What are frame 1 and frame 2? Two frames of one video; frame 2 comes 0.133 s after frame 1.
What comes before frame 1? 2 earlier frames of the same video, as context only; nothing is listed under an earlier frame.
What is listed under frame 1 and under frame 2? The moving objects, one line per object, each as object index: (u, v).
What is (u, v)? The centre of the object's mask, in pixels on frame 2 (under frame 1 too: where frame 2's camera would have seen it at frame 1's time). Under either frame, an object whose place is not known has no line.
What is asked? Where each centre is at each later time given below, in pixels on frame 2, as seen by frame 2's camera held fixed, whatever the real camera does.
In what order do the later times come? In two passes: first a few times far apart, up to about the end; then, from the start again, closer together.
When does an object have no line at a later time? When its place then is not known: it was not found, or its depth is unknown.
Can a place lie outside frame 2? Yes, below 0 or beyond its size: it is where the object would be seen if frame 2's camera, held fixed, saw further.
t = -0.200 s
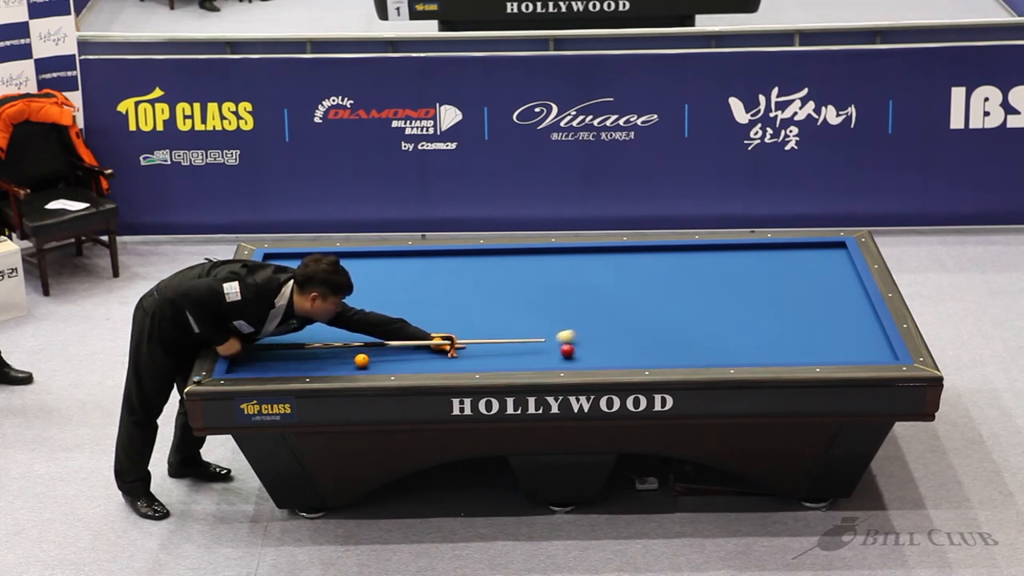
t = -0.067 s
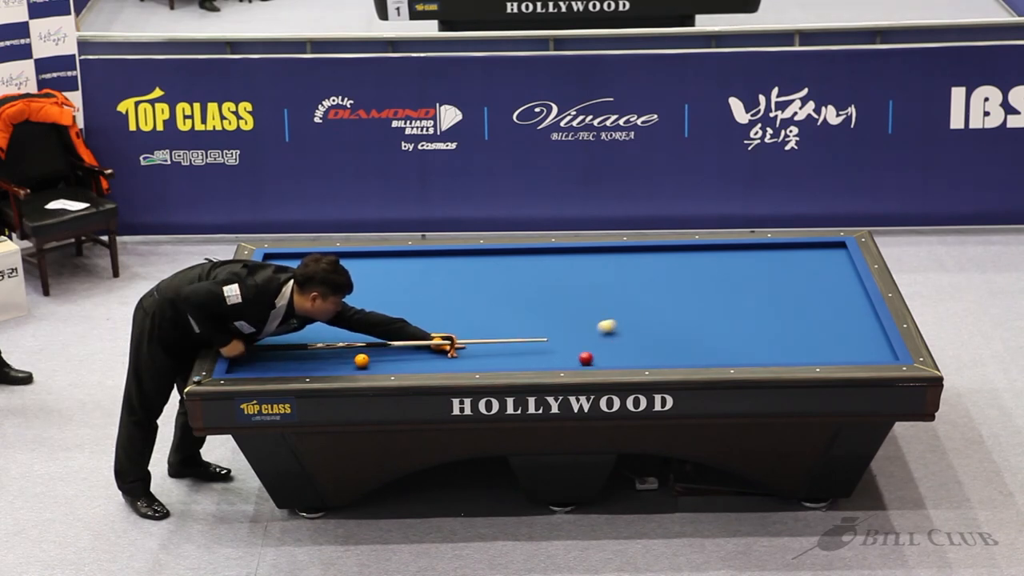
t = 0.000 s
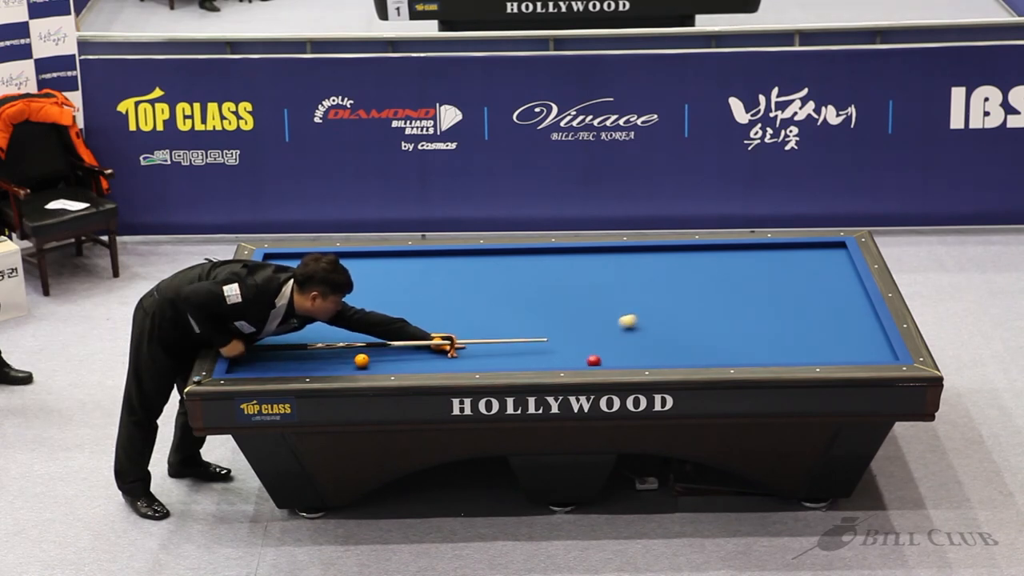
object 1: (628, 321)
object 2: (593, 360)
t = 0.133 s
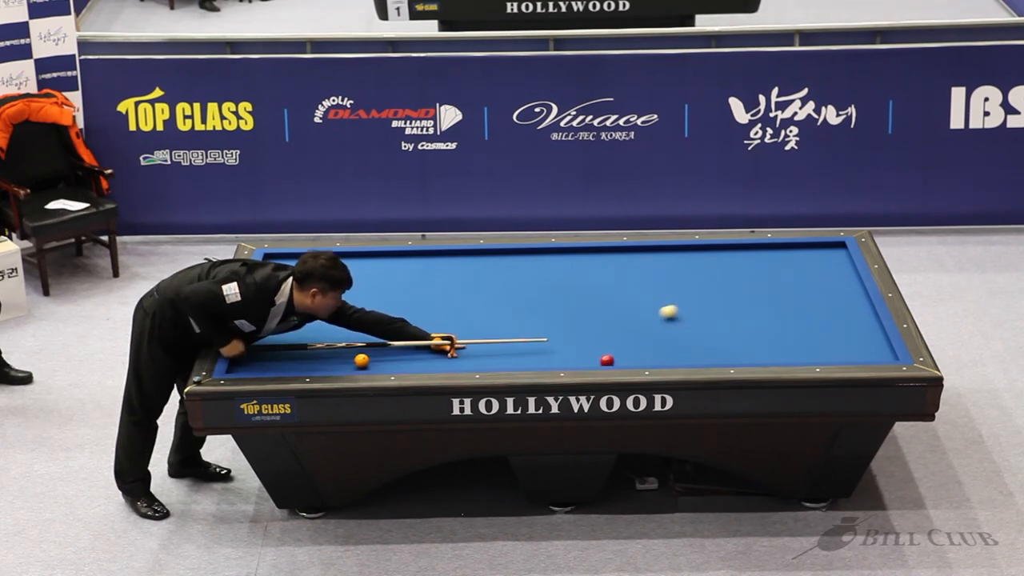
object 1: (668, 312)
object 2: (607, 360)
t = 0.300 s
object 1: (718, 300)
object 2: (621, 357)
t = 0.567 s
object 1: (795, 282)
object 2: (642, 348)
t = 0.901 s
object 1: (818, 264)
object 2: (668, 339)
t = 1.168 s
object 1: (767, 253)
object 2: (688, 332)
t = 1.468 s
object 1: (720, 250)
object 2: (709, 324)
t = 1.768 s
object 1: (678, 259)
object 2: (728, 316)
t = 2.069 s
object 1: (637, 267)
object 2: (747, 310)
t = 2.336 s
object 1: (600, 275)
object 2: (763, 304)
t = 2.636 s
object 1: (560, 283)
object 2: (780, 298)
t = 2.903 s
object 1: (523, 291)
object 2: (795, 292)
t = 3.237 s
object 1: (478, 300)
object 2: (812, 286)
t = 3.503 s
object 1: (443, 307)
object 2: (825, 281)
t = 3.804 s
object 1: (402, 315)
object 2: (839, 276)
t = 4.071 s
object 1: (367, 323)
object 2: (851, 272)
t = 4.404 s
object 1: (323, 332)
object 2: (841, 269)
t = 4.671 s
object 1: (287, 339)
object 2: (833, 266)
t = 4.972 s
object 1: (248, 347)
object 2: (825, 263)
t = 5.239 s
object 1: (254, 354)
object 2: (818, 262)
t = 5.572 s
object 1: (275, 362)
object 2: (810, 259)
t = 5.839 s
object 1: (291, 367)
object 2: (804, 258)
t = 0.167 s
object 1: (679, 309)
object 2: (609, 359)
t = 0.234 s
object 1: (699, 304)
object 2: (615, 358)
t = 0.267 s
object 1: (709, 302)
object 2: (618, 357)
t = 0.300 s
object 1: (718, 300)
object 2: (621, 357)
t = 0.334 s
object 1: (728, 298)
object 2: (624, 356)
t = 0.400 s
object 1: (748, 293)
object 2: (629, 353)
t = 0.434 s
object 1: (757, 291)
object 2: (632, 352)
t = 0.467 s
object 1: (767, 288)
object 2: (634, 351)
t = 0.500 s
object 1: (776, 286)
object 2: (637, 350)
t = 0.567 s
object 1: (795, 282)
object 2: (642, 348)
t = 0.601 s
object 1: (804, 280)
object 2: (645, 348)
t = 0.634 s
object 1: (814, 277)
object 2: (648, 346)
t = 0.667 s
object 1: (823, 275)
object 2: (650, 345)
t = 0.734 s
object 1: (841, 271)
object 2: (655, 344)
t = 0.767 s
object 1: (849, 269)
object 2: (658, 343)
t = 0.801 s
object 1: (843, 267)
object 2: (660, 342)
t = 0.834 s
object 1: (834, 266)
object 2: (663, 341)
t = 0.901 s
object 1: (818, 264)
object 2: (668, 339)
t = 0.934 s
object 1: (811, 262)
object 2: (671, 338)
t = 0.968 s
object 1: (804, 261)
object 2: (673, 337)
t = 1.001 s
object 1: (797, 260)
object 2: (675, 336)
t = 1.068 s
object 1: (785, 257)
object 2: (680, 334)
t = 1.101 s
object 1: (779, 256)
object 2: (683, 334)
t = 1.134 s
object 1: (773, 254)
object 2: (685, 333)
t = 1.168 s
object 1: (767, 253)
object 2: (688, 332)
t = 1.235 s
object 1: (756, 251)
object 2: (692, 330)
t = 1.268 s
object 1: (750, 249)
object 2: (695, 329)
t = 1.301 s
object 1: (744, 248)
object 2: (697, 328)
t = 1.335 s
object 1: (738, 247)
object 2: (699, 328)
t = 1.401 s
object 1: (729, 248)
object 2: (704, 326)
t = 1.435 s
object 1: (724, 249)
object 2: (706, 325)
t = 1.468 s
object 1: (720, 250)
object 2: (709, 324)
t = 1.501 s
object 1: (715, 251)
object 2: (711, 323)
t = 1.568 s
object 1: (706, 253)
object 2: (715, 321)
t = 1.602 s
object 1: (701, 254)
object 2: (717, 321)
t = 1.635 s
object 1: (697, 255)
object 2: (719, 320)
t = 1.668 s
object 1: (692, 256)
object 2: (722, 319)
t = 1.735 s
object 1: (683, 258)
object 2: (726, 317)
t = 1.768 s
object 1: (678, 259)
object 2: (728, 316)
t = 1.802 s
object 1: (674, 260)
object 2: (730, 316)
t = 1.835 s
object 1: (669, 261)
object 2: (732, 315)
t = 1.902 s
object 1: (660, 263)
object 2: (736, 314)
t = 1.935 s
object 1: (655, 263)
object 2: (739, 313)
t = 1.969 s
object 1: (651, 264)
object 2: (741, 312)
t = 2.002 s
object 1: (646, 265)
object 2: (743, 311)
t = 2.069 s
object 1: (637, 267)
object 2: (747, 310)
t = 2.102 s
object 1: (632, 268)
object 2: (749, 309)
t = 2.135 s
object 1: (628, 269)
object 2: (751, 308)
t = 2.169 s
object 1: (623, 270)
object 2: (753, 307)
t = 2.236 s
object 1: (614, 272)
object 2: (757, 306)
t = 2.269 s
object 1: (609, 273)
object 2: (759, 305)
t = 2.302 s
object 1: (605, 274)
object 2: (761, 304)
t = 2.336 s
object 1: (600, 275)
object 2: (763, 304)
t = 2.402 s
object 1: (591, 277)
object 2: (767, 302)
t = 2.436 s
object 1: (587, 277)
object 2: (769, 302)
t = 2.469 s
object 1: (582, 278)
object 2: (770, 301)
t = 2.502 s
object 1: (578, 279)
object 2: (772, 300)
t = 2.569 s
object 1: (569, 281)
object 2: (776, 299)
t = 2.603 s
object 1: (564, 282)
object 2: (778, 298)
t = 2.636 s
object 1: (560, 283)
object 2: (780, 298)
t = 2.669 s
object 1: (555, 284)
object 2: (782, 297)
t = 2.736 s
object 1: (546, 286)
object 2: (785, 296)
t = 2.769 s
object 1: (541, 287)
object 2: (787, 295)
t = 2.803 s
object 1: (537, 288)
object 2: (789, 294)
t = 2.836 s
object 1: (532, 289)
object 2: (791, 294)
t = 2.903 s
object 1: (523, 291)
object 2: (795, 292)
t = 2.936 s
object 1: (519, 292)
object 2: (796, 292)
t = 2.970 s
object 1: (514, 292)
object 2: (798, 291)
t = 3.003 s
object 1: (510, 293)
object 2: (800, 290)
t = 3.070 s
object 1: (501, 295)
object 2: (803, 289)
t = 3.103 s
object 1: (496, 296)
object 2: (805, 289)
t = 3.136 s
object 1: (492, 297)
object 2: (807, 288)
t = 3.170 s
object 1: (487, 298)
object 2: (808, 287)
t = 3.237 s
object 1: (478, 300)
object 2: (812, 286)
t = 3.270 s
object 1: (474, 301)
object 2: (814, 285)
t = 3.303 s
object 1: (469, 302)
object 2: (815, 285)
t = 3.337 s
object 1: (465, 303)
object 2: (817, 284)
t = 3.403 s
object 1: (456, 304)
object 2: (820, 283)
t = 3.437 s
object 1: (451, 305)
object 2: (822, 283)
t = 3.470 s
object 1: (447, 306)
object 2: (823, 282)
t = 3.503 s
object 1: (443, 307)
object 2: (825, 281)
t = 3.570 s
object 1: (433, 309)
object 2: (828, 280)
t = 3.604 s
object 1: (429, 310)
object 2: (830, 280)
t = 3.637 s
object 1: (425, 311)
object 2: (831, 279)
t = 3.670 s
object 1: (420, 312)
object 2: (833, 278)
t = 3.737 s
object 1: (411, 314)
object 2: (836, 278)
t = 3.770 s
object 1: (407, 315)
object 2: (838, 277)
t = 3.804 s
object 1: (402, 315)
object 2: (839, 276)
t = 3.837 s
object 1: (398, 316)
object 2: (841, 276)
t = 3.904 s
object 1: (389, 318)
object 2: (844, 275)
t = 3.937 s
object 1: (384, 319)
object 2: (845, 274)
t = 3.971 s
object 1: (380, 320)
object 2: (846, 274)
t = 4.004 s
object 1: (376, 321)
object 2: (848, 273)
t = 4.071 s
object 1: (367, 323)
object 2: (851, 272)
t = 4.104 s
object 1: (362, 324)
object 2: (851, 272)
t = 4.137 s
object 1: (358, 324)
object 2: (850, 271)
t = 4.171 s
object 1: (353, 325)
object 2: (849, 271)
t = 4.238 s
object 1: (345, 327)
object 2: (847, 270)
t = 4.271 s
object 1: (340, 328)
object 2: (845, 270)
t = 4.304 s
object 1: (336, 329)
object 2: (844, 269)
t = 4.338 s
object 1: (331, 330)
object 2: (843, 269)
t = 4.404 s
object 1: (323, 332)
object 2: (841, 269)
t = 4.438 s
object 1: (318, 333)
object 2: (840, 268)
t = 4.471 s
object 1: (314, 333)
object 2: (839, 268)
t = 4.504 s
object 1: (309, 334)
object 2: (838, 268)
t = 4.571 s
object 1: (301, 336)
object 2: (836, 267)
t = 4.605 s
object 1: (296, 337)
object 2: (835, 267)
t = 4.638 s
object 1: (292, 338)
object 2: (834, 266)
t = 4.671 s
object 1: (287, 339)
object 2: (833, 266)
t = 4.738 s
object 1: (279, 340)
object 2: (831, 265)
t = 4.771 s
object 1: (274, 341)
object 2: (830, 265)
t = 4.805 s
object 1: (270, 342)
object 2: (829, 265)
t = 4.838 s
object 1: (266, 343)
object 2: (828, 265)
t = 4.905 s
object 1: (257, 345)
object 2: (826, 264)
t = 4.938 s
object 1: (253, 346)
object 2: (825, 264)
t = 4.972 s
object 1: (248, 347)
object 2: (825, 263)
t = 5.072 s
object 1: (243, 349)
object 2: (822, 263)
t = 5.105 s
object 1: (245, 350)
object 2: (821, 262)
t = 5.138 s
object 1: (247, 351)
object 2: (820, 262)
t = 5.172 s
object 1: (250, 352)
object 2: (820, 262)
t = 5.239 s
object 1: (254, 354)
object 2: (818, 262)
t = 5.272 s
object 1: (256, 354)
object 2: (817, 261)
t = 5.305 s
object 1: (258, 355)
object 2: (816, 261)
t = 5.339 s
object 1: (260, 356)
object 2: (815, 261)
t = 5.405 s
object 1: (265, 358)
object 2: (814, 260)
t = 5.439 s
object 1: (267, 358)
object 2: (813, 260)
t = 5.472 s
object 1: (268, 359)
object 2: (812, 260)
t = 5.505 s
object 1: (271, 360)
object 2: (812, 259)
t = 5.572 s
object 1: (275, 362)
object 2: (810, 259)
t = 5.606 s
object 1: (277, 363)
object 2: (809, 259)
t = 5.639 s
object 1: (279, 363)
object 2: (809, 259)
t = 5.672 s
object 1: (281, 364)
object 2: (808, 259)
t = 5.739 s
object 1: (285, 365)
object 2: (806, 258)
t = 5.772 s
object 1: (287, 366)
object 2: (806, 258)
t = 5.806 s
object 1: (289, 366)
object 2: (805, 258)
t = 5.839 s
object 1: (291, 367)
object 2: (804, 258)
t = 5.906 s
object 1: (295, 368)
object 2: (803, 257)
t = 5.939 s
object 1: (297, 368)
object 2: (802, 257)
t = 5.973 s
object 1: (299, 368)
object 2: (802, 257)
